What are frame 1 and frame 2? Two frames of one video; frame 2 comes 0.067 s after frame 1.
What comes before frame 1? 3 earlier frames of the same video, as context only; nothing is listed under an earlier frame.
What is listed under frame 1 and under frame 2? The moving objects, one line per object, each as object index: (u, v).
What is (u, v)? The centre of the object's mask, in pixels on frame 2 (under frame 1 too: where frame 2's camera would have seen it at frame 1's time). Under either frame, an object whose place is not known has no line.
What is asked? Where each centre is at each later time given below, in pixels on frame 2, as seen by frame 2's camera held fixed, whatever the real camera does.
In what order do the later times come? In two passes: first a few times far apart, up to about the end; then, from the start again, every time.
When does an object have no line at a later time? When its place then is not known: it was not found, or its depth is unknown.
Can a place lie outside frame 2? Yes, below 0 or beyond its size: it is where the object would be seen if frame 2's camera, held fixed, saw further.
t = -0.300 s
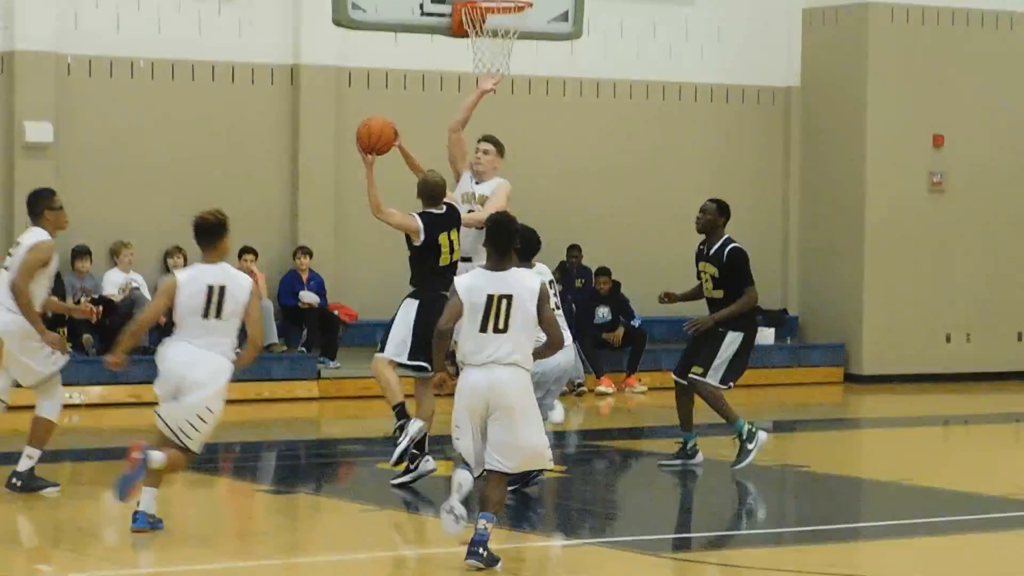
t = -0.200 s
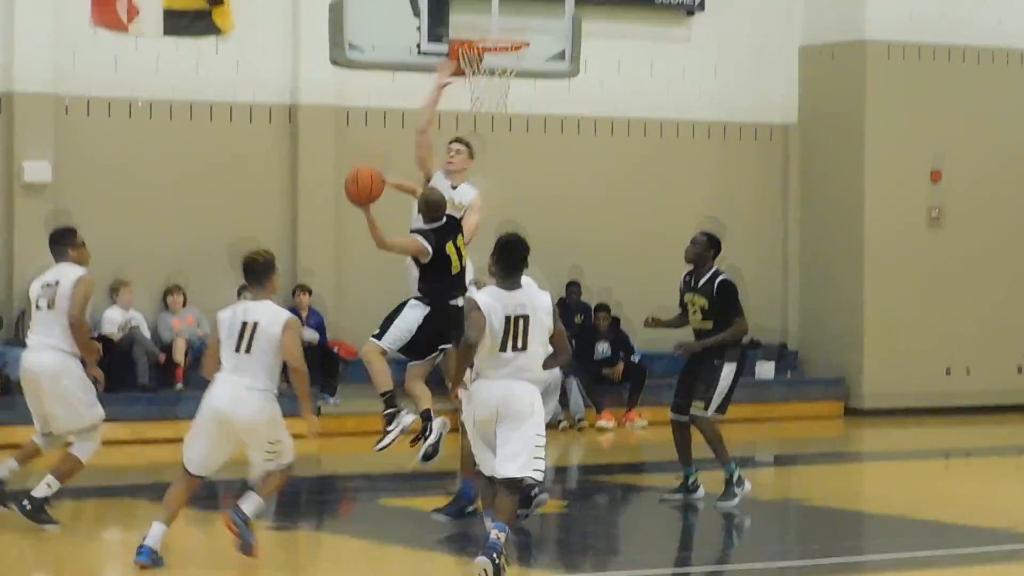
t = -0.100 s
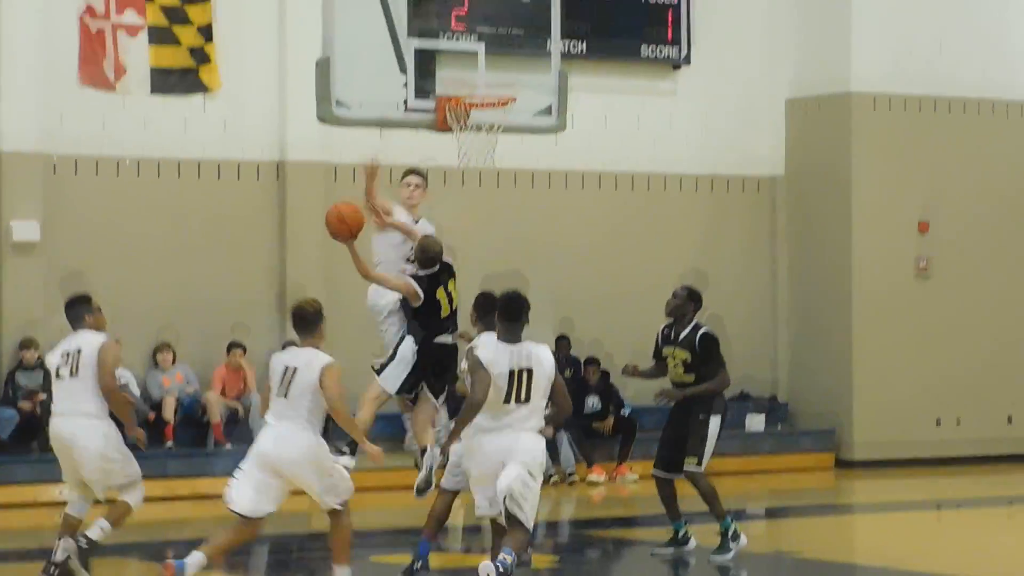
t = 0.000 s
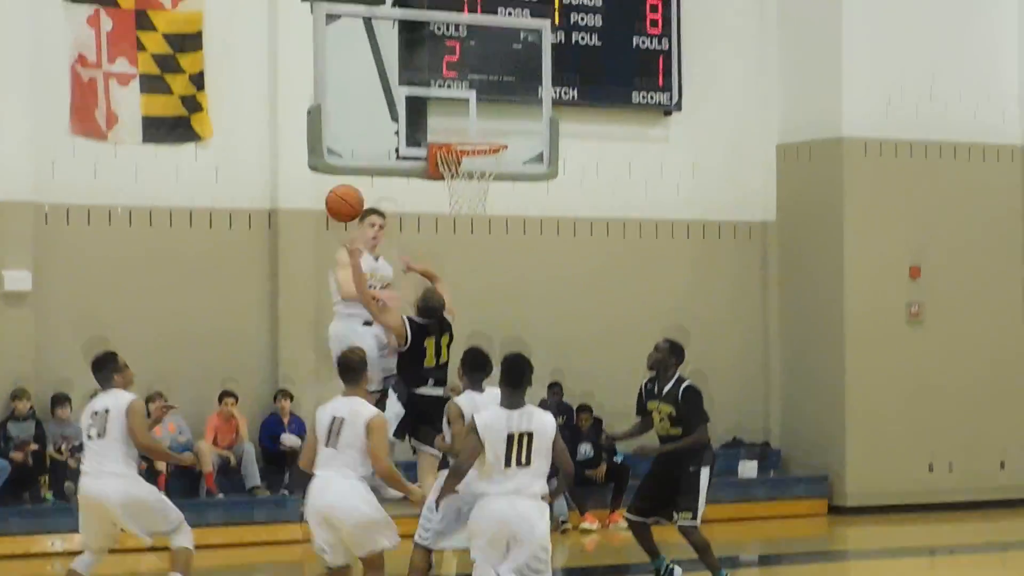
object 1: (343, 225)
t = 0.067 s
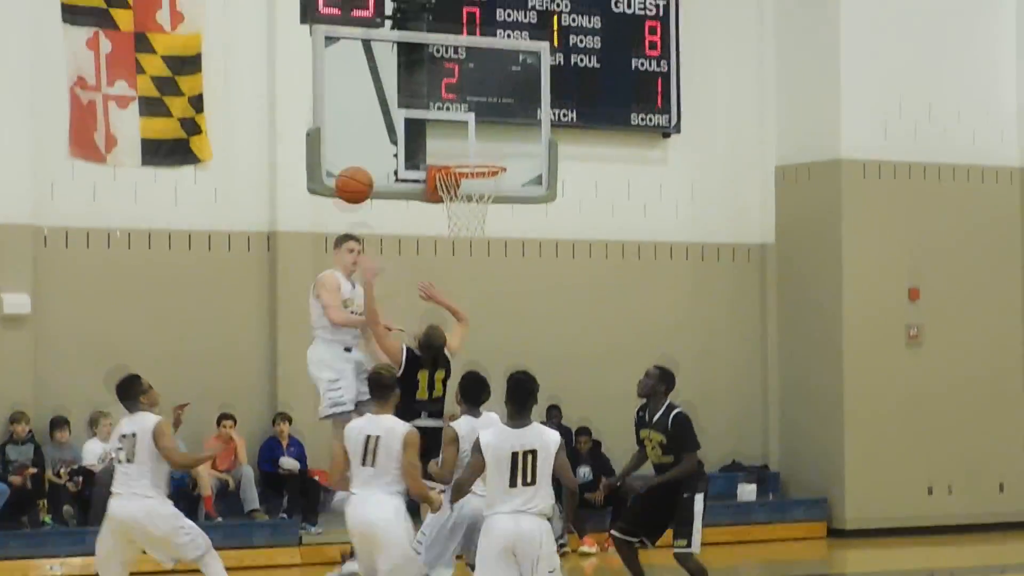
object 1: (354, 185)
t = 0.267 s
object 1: (386, 105)
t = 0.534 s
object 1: (426, 98)
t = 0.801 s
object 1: (458, 128)
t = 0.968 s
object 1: (469, 105)
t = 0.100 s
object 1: (359, 167)
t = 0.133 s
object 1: (365, 151)
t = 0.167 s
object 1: (370, 137)
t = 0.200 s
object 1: (376, 125)
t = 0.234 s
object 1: (381, 114)
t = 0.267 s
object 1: (386, 105)
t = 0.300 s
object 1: (391, 99)
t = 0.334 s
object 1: (396, 93)
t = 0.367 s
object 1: (401, 90)
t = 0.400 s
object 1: (406, 88)
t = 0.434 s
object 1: (411, 89)
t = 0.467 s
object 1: (415, 90)
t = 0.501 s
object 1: (421, 93)
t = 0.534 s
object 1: (426, 98)
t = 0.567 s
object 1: (431, 104)
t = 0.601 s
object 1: (436, 112)
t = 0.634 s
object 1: (441, 123)
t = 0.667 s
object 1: (446, 134)
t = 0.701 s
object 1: (451, 146)
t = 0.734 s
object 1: (454, 148)
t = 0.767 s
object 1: (456, 137)
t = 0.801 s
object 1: (458, 128)
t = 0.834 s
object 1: (460, 120)
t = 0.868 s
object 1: (462, 113)
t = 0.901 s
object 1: (465, 109)
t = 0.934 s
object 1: (467, 106)
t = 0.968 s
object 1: (469, 105)
